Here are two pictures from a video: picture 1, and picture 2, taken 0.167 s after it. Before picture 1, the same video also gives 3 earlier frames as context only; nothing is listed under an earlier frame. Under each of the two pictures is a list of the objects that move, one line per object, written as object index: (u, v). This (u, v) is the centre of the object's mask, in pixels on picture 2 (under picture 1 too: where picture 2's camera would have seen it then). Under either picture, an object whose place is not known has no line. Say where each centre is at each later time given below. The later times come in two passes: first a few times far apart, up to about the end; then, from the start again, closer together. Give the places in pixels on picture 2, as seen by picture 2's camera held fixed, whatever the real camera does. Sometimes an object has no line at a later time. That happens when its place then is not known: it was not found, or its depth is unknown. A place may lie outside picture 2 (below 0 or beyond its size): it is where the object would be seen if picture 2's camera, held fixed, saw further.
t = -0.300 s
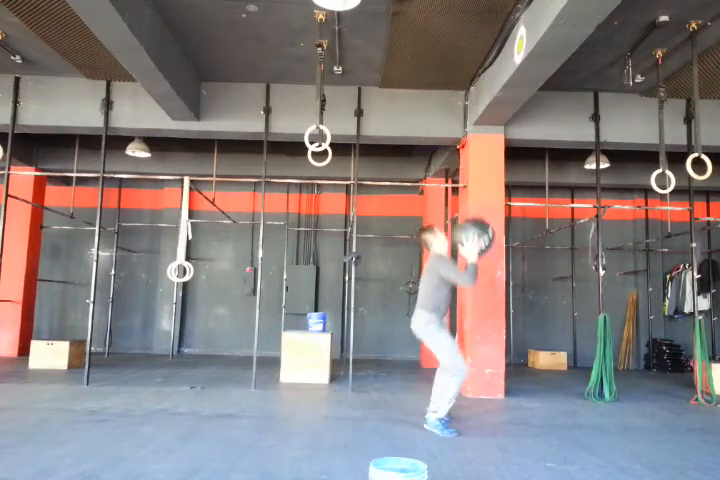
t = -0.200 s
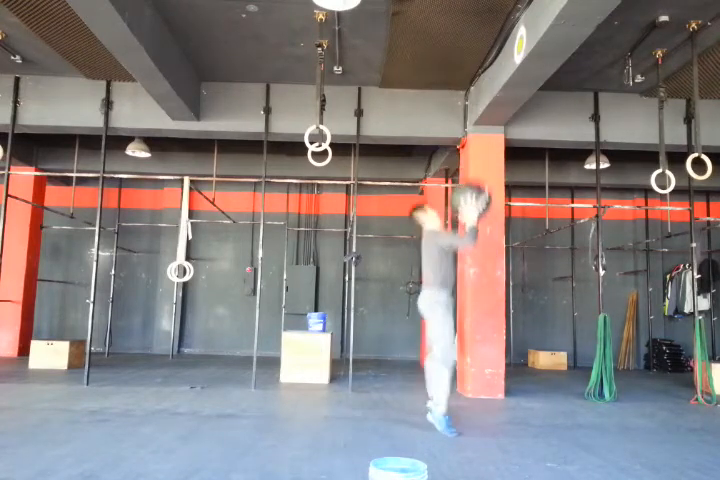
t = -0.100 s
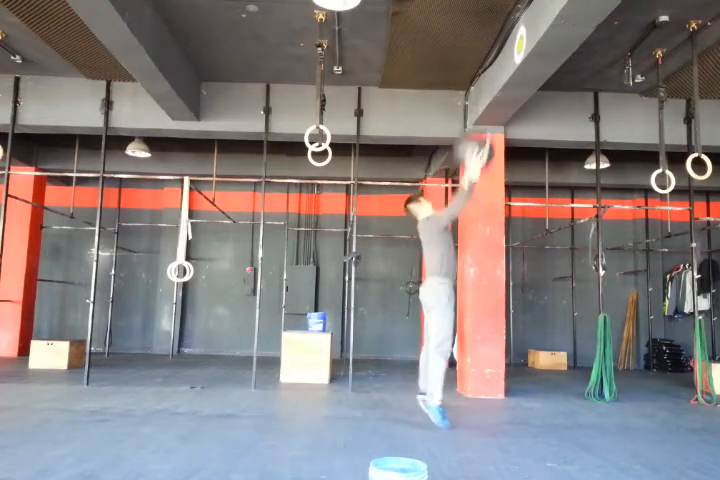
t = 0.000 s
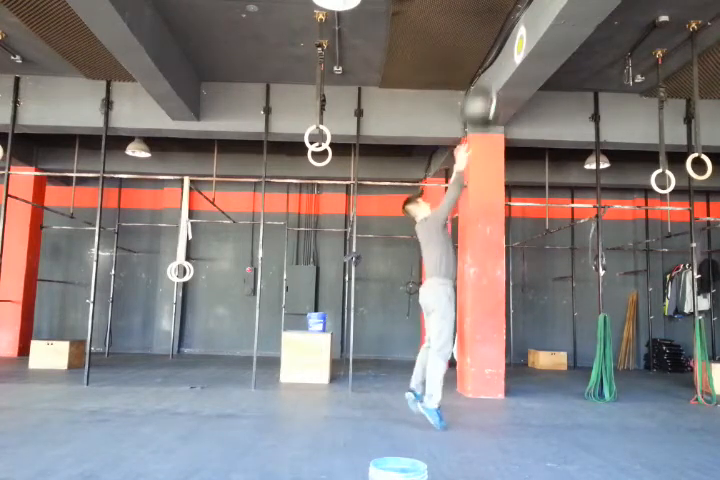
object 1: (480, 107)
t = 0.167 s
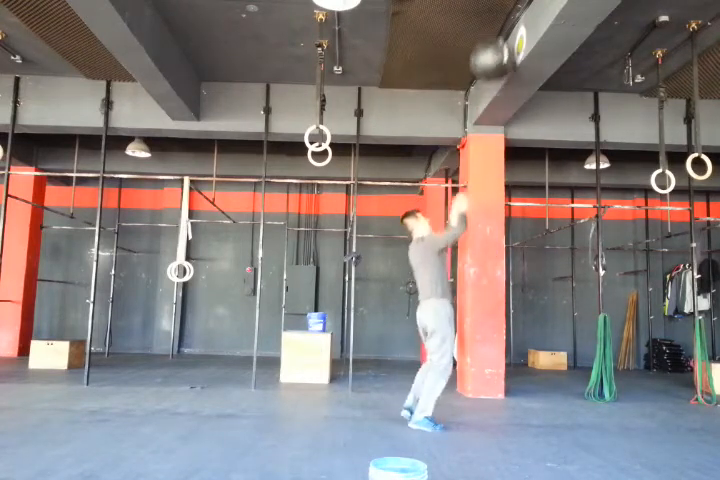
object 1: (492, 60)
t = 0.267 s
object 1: (499, 46)
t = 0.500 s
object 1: (495, 56)
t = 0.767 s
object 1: (483, 141)
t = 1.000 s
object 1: (473, 296)
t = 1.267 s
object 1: (468, 381)
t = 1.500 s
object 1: (468, 375)
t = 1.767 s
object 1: (468, 405)
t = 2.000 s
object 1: (467, 410)
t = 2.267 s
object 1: (467, 410)
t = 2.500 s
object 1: (467, 411)
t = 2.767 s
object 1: (467, 410)
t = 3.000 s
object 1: (467, 410)
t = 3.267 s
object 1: (467, 410)
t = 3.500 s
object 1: (467, 410)
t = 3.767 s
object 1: (467, 410)
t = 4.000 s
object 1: (467, 410)
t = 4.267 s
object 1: (467, 410)
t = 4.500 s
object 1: (467, 410)
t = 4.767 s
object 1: (467, 410)
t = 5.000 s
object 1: (467, 410)
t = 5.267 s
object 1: (467, 410)
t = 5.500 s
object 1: (467, 410)
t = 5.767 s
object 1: (467, 410)
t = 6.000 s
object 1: (466, 410)
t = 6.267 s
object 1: (467, 410)
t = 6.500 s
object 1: (467, 410)
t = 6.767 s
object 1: (467, 410)
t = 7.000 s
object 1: (467, 410)
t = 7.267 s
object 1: (467, 410)
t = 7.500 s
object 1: (467, 410)
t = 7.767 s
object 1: (467, 410)
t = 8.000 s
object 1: (467, 410)
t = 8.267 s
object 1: (467, 410)
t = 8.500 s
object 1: (467, 410)
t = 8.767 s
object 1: (467, 410)
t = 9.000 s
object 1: (467, 410)
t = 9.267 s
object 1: (467, 410)
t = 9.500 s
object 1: (467, 410)
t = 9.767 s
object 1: (467, 410)
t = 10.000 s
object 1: (466, 410)
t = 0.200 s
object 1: (494, 54)
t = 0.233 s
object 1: (497, 50)
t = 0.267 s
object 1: (499, 46)
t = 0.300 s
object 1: (500, 44)
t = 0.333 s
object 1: (501, 44)
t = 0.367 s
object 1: (500, 43)
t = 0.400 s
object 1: (499, 45)
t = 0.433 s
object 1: (497, 48)
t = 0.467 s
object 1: (496, 51)
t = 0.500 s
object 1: (495, 56)
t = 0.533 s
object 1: (493, 62)
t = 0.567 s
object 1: (491, 69)
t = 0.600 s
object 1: (489, 78)
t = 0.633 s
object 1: (488, 88)
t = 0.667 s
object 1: (486, 103)
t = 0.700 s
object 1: (485, 114)
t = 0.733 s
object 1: (485, 127)
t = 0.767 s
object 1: (483, 141)
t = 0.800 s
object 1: (483, 162)
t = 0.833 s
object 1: (481, 179)
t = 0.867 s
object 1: (480, 199)
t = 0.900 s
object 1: (479, 221)
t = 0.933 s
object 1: (477, 245)
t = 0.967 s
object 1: (476, 271)
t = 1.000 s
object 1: (473, 296)
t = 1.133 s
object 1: (471, 411)
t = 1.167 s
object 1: (470, 404)
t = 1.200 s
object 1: (469, 394)
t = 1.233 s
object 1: (469, 387)
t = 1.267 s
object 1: (468, 381)
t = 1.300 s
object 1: (468, 376)
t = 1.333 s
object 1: (468, 372)
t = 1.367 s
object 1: (468, 370)
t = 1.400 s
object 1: (468, 369)
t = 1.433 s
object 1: (468, 370)
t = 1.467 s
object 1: (467, 372)
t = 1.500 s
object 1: (468, 375)
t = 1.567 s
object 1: (467, 386)
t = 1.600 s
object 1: (468, 395)
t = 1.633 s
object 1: (468, 406)
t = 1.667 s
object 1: (468, 412)
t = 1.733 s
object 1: (468, 408)
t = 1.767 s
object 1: (468, 405)
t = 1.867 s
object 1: (467, 407)
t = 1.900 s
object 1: (467, 410)
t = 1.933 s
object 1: (467, 412)
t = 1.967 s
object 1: (467, 411)
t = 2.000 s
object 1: (467, 410)
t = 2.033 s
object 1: (467, 410)
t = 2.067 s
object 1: (467, 411)
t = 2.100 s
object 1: (467, 411)
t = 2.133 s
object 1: (467, 410)
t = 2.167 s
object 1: (467, 410)
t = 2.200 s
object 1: (467, 410)
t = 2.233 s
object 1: (467, 410)
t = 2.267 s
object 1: (467, 410)
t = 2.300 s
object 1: (467, 410)
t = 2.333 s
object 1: (467, 410)
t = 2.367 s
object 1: (467, 410)
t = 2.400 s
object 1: (467, 410)
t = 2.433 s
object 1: (467, 410)
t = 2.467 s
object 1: (467, 411)
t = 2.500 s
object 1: (467, 411)
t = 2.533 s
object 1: (467, 410)
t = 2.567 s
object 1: (467, 411)
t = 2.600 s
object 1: (467, 410)
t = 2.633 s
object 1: (467, 410)
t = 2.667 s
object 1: (467, 410)
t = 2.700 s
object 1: (467, 410)
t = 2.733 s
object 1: (467, 410)
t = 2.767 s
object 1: (467, 410)
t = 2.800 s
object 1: (467, 410)
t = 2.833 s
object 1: (467, 410)
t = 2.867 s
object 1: (467, 410)
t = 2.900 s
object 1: (467, 410)
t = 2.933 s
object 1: (467, 410)
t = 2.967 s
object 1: (467, 410)
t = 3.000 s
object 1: (467, 410)
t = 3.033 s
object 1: (467, 410)
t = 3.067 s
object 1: (467, 410)
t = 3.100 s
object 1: (467, 410)
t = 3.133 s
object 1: (467, 410)
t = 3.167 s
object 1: (467, 411)
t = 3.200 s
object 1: (467, 410)
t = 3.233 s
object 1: (467, 410)
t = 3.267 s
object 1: (467, 410)
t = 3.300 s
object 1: (467, 410)
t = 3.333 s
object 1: (467, 410)
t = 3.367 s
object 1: (467, 410)
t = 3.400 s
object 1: (467, 410)
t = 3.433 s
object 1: (467, 410)
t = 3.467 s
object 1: (467, 410)
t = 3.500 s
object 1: (467, 410)
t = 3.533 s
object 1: (467, 410)
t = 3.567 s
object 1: (467, 410)
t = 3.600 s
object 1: (467, 410)
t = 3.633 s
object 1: (467, 410)
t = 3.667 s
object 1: (467, 410)
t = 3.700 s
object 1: (467, 410)
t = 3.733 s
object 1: (467, 410)
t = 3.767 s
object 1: (467, 410)
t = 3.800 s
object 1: (467, 410)
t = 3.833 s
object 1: (467, 410)
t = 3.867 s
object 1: (467, 410)
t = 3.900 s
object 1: (467, 410)
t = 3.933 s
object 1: (467, 410)
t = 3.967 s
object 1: (467, 410)
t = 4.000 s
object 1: (467, 410)
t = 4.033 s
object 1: (467, 410)
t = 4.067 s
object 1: (467, 410)
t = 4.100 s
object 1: (467, 410)
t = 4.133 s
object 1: (467, 410)
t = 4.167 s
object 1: (467, 410)
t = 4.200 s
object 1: (467, 410)
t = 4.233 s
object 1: (467, 410)
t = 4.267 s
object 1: (467, 410)
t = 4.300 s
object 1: (467, 410)
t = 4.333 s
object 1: (467, 410)
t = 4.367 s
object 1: (467, 410)
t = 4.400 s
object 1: (467, 410)
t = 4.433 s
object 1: (467, 410)
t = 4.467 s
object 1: (467, 410)
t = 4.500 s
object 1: (467, 410)
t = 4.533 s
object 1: (467, 410)
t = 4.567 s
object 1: (467, 410)
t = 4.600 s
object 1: (467, 410)
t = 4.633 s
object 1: (467, 410)
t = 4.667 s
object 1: (467, 410)
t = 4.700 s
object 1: (467, 410)
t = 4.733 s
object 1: (467, 410)
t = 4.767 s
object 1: (467, 410)
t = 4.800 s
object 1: (467, 410)
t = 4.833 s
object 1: (467, 410)
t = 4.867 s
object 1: (467, 410)
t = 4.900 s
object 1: (467, 410)
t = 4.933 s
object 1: (467, 410)
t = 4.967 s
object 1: (467, 410)
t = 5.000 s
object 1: (467, 410)
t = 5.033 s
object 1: (467, 410)
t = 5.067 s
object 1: (467, 410)
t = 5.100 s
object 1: (467, 410)
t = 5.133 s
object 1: (467, 410)
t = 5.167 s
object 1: (467, 410)
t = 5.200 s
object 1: (467, 410)
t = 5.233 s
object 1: (467, 410)
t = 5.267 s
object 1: (467, 410)
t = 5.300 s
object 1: (467, 410)
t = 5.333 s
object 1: (467, 410)
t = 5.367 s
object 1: (467, 410)
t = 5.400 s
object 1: (467, 410)
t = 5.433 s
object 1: (467, 410)
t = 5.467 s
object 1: (467, 410)
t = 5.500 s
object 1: (467, 410)
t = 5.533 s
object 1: (467, 410)
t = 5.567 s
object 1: (467, 410)
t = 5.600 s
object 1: (467, 410)
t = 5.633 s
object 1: (467, 410)
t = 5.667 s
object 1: (467, 410)
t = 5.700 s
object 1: (467, 410)
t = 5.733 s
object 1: (467, 410)
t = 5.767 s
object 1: (467, 410)
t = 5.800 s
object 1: (467, 410)
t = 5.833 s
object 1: (467, 410)
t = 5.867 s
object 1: (466, 410)
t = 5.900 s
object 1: (466, 410)
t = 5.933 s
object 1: (467, 410)
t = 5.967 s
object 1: (466, 410)
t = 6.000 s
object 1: (466, 410)
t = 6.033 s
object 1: (466, 410)
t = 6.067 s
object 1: (467, 410)
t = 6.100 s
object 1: (467, 410)
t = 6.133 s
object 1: (467, 410)
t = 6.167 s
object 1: (467, 410)
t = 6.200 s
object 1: (467, 410)
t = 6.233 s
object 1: (467, 410)
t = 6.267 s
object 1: (467, 410)
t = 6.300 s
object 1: (467, 410)
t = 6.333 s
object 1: (466, 410)
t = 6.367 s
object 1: (467, 410)
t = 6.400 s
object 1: (467, 410)
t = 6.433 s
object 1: (467, 410)
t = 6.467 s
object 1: (467, 410)
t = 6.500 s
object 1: (467, 410)
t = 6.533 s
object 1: (467, 410)
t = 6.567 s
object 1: (466, 410)
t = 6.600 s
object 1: (467, 410)
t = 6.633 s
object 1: (467, 410)
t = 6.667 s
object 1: (466, 410)
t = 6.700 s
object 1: (467, 410)
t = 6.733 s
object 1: (467, 410)
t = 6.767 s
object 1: (467, 410)
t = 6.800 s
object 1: (467, 410)
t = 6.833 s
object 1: (467, 410)
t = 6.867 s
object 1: (467, 410)
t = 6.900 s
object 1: (467, 410)
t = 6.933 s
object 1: (467, 410)
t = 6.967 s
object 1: (467, 410)
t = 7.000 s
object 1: (467, 410)
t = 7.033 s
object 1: (467, 410)
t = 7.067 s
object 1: (467, 410)
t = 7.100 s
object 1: (467, 410)
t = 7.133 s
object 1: (467, 410)
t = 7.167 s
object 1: (467, 410)
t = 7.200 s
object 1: (467, 410)
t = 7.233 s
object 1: (467, 410)
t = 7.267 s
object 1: (467, 410)
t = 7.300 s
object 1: (467, 410)
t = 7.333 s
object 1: (467, 410)
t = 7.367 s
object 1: (467, 410)
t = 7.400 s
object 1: (467, 410)
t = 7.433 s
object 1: (467, 410)
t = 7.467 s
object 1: (467, 410)
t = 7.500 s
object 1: (467, 410)
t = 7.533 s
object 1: (467, 410)
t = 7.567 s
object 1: (467, 410)
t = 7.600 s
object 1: (467, 410)
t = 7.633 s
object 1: (467, 410)
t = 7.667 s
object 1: (467, 410)
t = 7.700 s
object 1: (467, 410)
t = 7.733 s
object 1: (467, 410)
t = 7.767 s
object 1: (467, 410)
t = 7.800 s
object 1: (467, 410)
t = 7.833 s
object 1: (467, 410)
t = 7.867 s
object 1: (467, 410)
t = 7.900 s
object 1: (467, 410)
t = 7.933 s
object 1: (467, 410)
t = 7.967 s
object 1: (467, 410)
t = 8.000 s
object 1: (467, 410)
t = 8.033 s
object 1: (467, 410)
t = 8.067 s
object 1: (467, 410)
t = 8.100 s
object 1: (467, 410)
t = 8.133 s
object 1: (467, 410)
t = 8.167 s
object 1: (467, 410)
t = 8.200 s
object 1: (467, 410)
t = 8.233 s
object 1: (467, 410)
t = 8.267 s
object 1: (467, 410)
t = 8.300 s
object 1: (467, 410)
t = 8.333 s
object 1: (467, 410)
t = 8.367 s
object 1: (467, 410)
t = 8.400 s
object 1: (467, 410)
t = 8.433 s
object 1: (467, 410)
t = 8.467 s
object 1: (467, 410)
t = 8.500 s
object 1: (467, 410)
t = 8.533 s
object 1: (467, 410)
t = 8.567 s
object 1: (467, 410)
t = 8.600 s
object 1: (467, 410)
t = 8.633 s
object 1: (467, 410)
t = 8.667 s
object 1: (467, 410)
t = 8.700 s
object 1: (467, 410)
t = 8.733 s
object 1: (467, 410)
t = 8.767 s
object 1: (467, 410)
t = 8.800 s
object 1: (467, 410)
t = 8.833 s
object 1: (467, 410)
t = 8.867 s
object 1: (467, 410)
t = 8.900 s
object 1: (467, 410)
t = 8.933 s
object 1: (467, 410)
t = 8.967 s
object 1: (467, 410)
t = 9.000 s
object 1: (467, 410)
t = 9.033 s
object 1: (467, 410)
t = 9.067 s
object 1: (467, 410)
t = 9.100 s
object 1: (467, 410)
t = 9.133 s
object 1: (467, 410)
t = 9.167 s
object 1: (467, 410)
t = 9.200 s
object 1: (467, 410)
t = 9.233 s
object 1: (467, 410)
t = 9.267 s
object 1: (467, 410)
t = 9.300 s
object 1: (467, 410)
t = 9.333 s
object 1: (467, 410)
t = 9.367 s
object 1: (467, 410)
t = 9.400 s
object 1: (467, 410)
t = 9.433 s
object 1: (467, 410)
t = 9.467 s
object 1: (467, 410)
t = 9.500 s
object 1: (467, 410)
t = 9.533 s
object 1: (467, 410)
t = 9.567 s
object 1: (467, 410)
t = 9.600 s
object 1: (467, 410)
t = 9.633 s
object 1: (467, 410)
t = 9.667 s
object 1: (467, 410)
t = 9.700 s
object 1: (467, 410)
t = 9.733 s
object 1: (467, 410)
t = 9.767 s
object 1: (467, 410)
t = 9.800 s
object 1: (467, 410)
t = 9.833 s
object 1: (467, 410)
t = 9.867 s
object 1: (467, 410)
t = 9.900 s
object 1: (467, 410)
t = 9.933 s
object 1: (467, 410)
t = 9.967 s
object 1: (466, 410)
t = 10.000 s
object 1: (466, 410)
